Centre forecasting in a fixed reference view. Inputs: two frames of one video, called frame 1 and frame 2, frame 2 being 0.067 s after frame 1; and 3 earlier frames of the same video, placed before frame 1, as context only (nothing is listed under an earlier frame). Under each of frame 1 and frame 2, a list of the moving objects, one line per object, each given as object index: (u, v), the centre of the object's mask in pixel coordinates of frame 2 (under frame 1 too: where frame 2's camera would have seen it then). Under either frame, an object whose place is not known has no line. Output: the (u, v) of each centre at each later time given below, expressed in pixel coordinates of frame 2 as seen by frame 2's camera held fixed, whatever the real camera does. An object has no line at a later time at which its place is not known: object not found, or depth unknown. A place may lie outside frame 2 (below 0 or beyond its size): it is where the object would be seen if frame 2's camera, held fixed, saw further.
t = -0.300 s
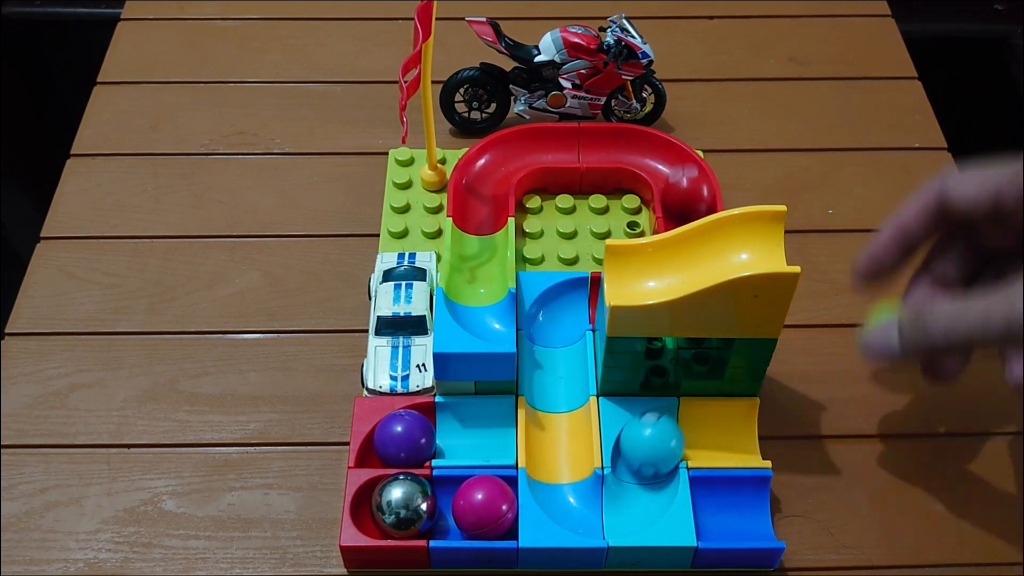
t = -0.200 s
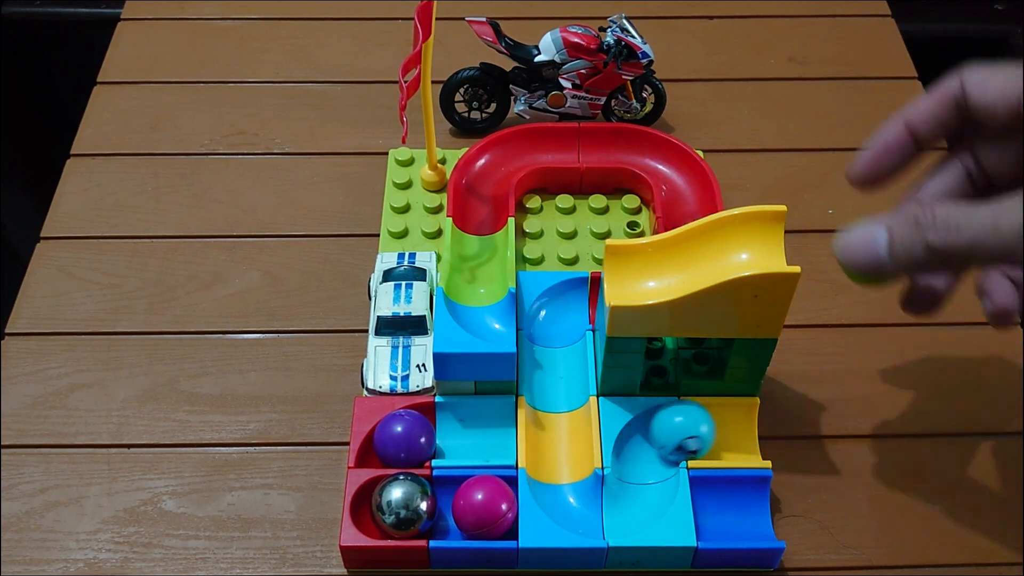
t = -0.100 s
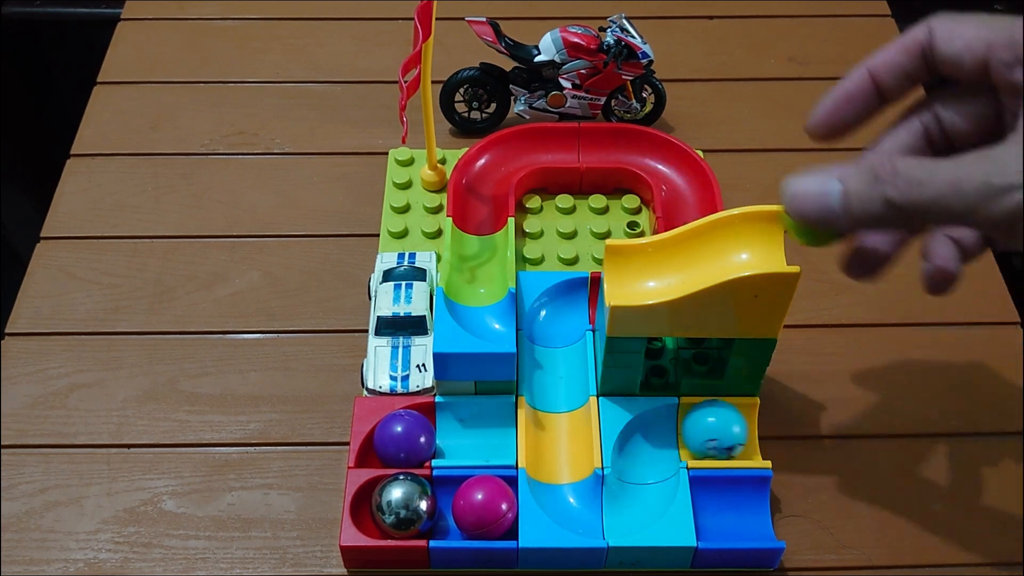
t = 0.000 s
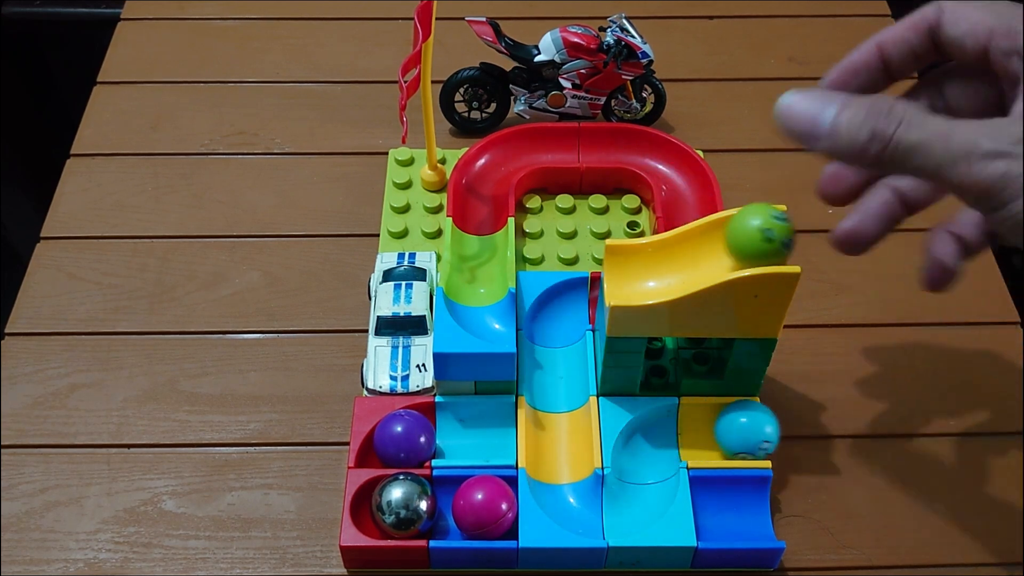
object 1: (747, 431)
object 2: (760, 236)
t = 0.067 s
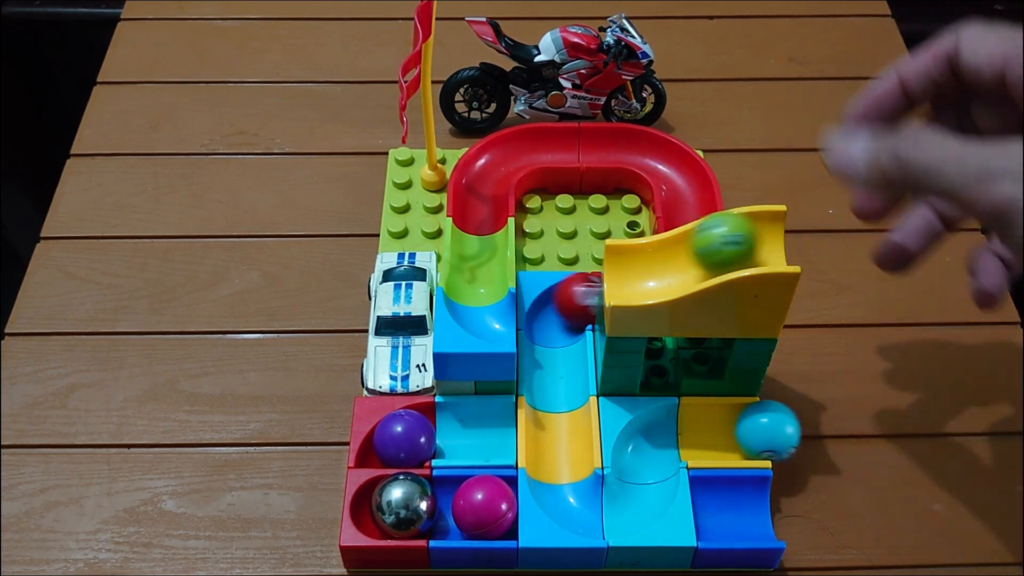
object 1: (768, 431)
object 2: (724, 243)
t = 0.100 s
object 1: (779, 433)
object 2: (697, 251)
